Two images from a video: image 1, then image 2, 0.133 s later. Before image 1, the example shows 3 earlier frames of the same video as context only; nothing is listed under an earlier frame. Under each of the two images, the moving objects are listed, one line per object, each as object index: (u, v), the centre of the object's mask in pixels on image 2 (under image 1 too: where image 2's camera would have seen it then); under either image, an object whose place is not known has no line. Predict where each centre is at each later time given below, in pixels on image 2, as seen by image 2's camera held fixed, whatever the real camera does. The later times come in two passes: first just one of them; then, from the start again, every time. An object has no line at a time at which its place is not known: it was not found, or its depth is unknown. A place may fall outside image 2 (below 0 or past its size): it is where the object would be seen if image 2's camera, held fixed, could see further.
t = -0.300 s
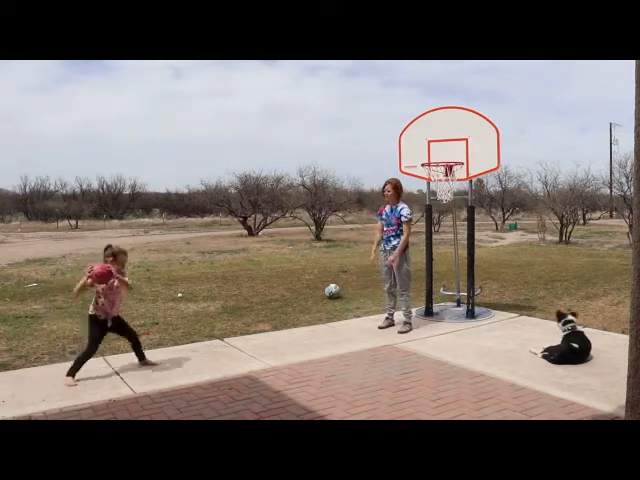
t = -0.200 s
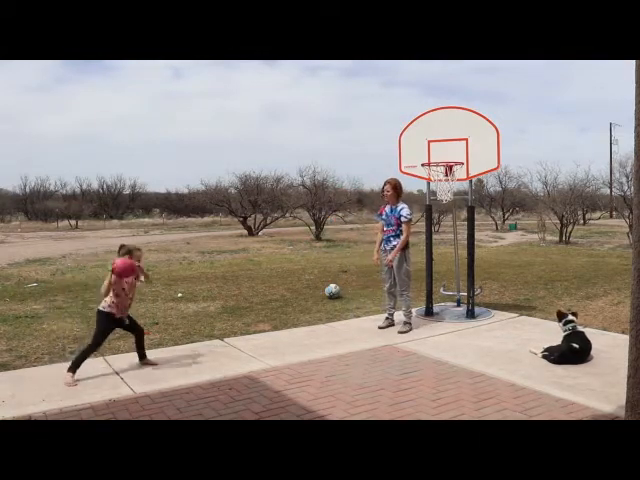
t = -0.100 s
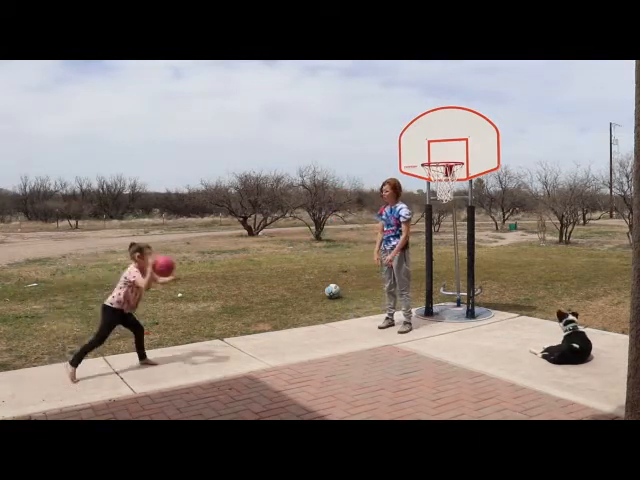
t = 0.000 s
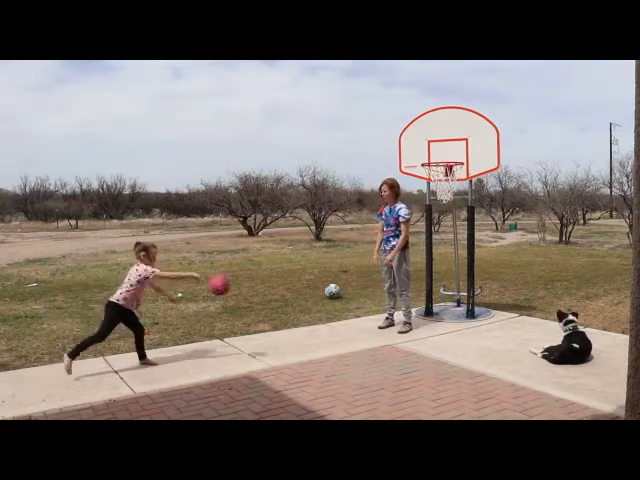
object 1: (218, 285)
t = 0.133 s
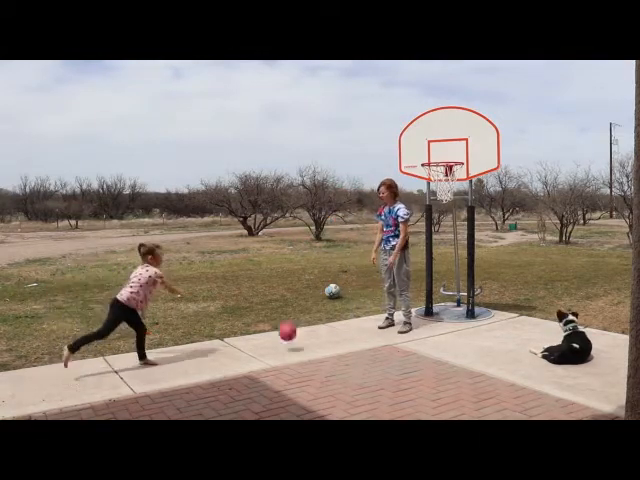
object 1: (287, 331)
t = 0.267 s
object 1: (321, 300)
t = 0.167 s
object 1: (301, 339)
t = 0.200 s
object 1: (308, 325)
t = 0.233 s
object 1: (315, 312)
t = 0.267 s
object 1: (321, 300)
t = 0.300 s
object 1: (329, 290)
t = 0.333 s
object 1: (336, 280)
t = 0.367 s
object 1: (343, 273)
